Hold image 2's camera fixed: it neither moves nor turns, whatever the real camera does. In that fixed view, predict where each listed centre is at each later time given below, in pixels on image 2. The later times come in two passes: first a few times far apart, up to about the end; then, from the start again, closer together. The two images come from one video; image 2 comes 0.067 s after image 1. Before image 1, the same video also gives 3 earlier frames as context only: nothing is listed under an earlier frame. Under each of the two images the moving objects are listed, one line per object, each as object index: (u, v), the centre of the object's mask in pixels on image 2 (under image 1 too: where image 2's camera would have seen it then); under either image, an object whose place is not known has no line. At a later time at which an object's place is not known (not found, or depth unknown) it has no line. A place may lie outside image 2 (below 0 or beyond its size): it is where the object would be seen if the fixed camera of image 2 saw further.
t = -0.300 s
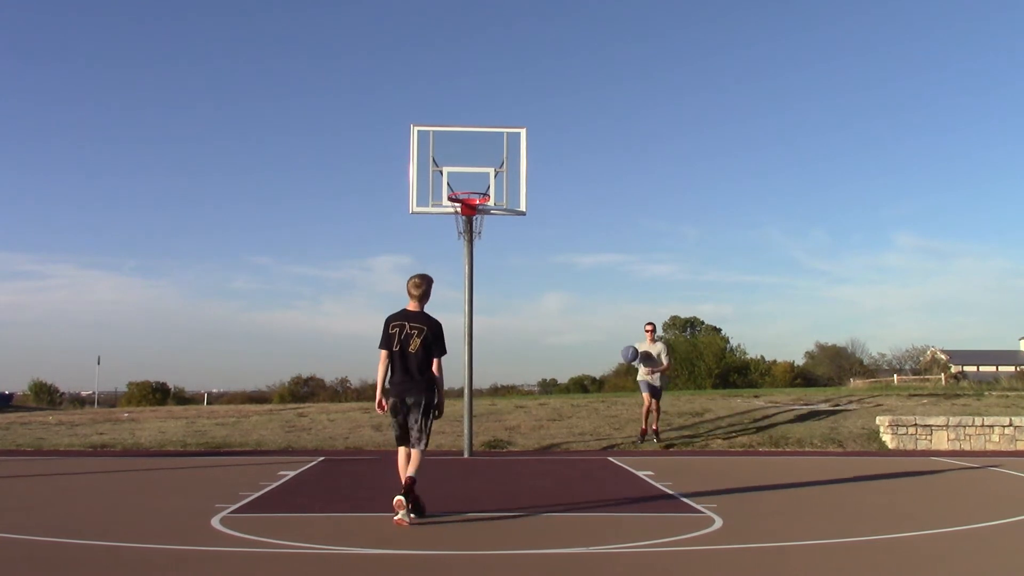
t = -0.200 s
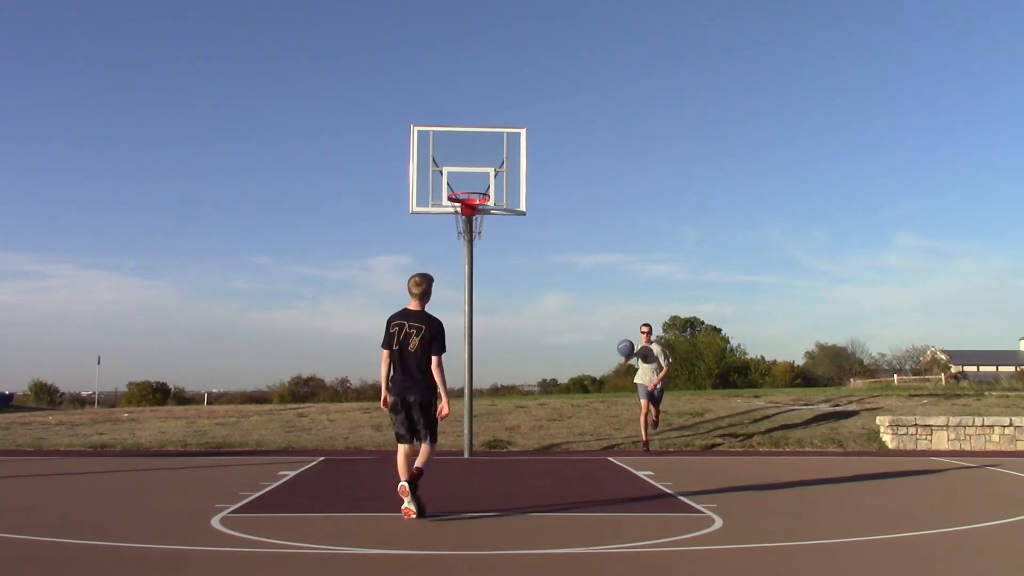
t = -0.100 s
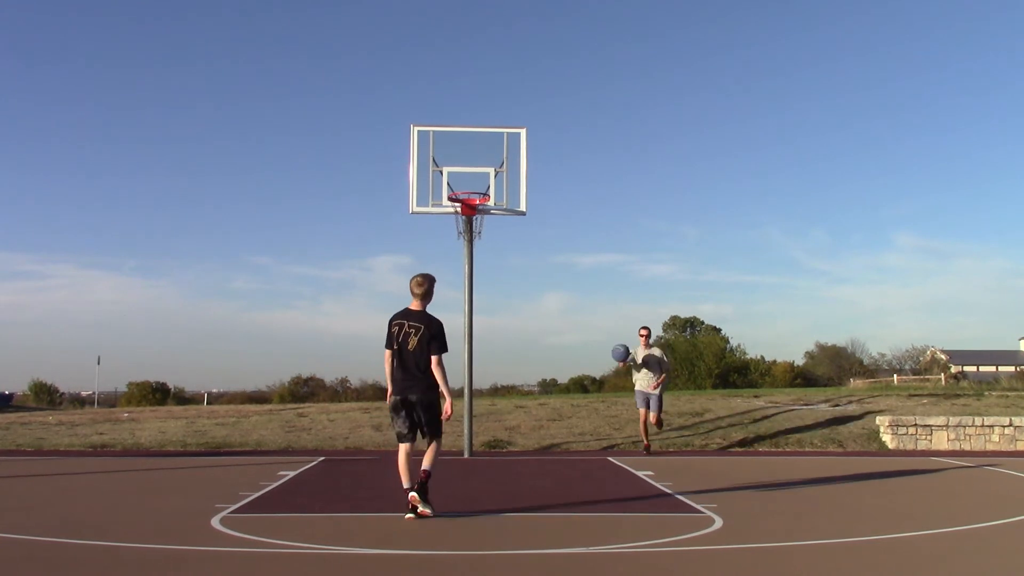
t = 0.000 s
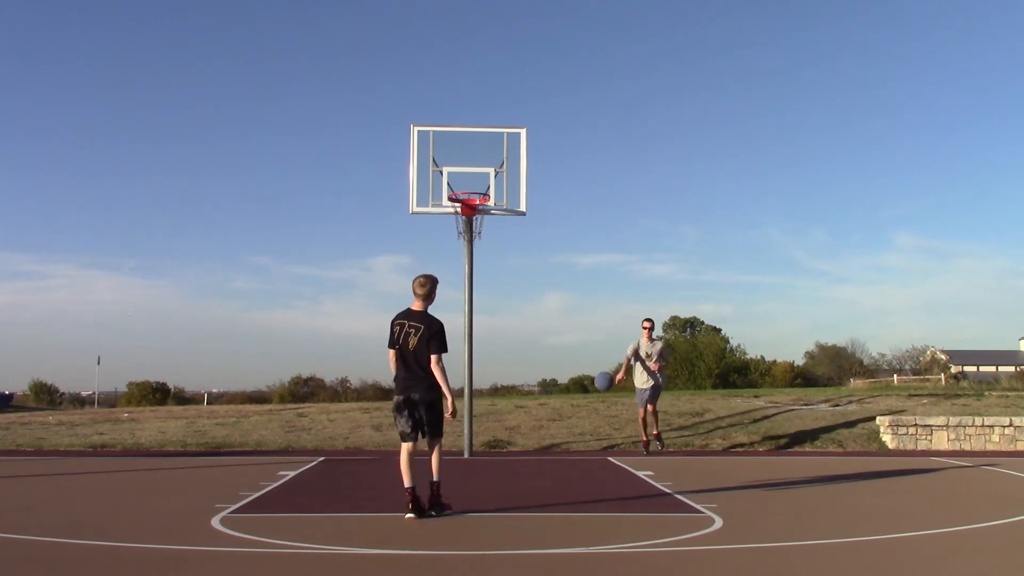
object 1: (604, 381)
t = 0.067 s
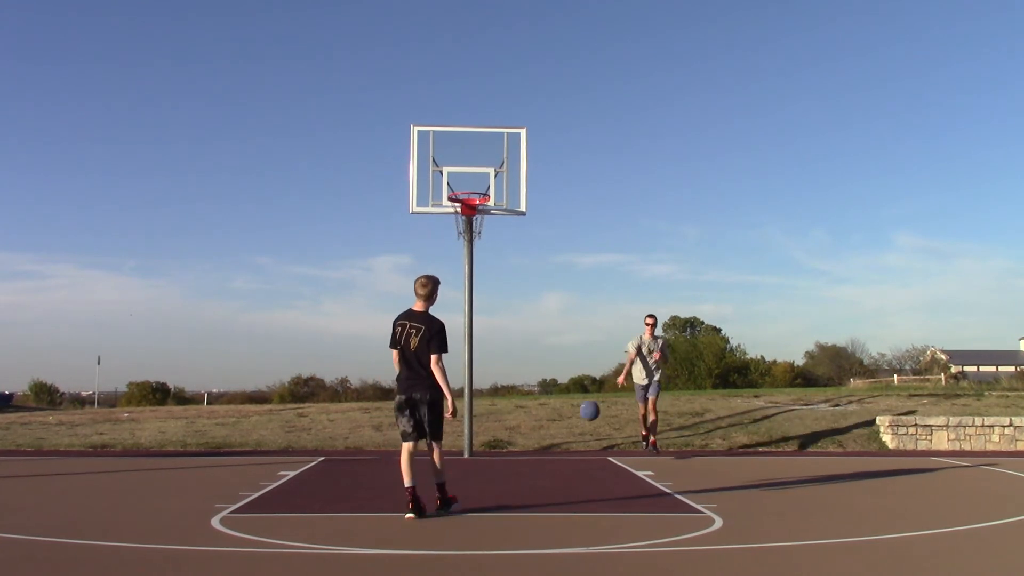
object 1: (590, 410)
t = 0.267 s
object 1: (557, 412)
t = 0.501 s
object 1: (528, 343)
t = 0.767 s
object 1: (489, 321)
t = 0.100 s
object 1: (582, 428)
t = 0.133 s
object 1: (574, 446)
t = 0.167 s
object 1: (568, 454)
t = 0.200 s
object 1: (565, 439)
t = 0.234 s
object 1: (561, 426)
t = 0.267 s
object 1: (557, 412)
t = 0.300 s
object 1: (553, 399)
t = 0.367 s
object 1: (545, 377)
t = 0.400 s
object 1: (541, 367)
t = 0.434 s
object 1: (536, 358)
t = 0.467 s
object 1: (532, 350)
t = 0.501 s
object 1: (528, 343)
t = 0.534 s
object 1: (523, 336)
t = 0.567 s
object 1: (519, 331)
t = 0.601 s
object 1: (514, 326)
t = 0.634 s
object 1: (509, 324)
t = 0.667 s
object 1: (504, 321)
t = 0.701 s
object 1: (499, 320)
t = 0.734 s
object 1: (494, 320)
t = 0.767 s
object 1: (489, 321)
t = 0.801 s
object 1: (484, 324)
